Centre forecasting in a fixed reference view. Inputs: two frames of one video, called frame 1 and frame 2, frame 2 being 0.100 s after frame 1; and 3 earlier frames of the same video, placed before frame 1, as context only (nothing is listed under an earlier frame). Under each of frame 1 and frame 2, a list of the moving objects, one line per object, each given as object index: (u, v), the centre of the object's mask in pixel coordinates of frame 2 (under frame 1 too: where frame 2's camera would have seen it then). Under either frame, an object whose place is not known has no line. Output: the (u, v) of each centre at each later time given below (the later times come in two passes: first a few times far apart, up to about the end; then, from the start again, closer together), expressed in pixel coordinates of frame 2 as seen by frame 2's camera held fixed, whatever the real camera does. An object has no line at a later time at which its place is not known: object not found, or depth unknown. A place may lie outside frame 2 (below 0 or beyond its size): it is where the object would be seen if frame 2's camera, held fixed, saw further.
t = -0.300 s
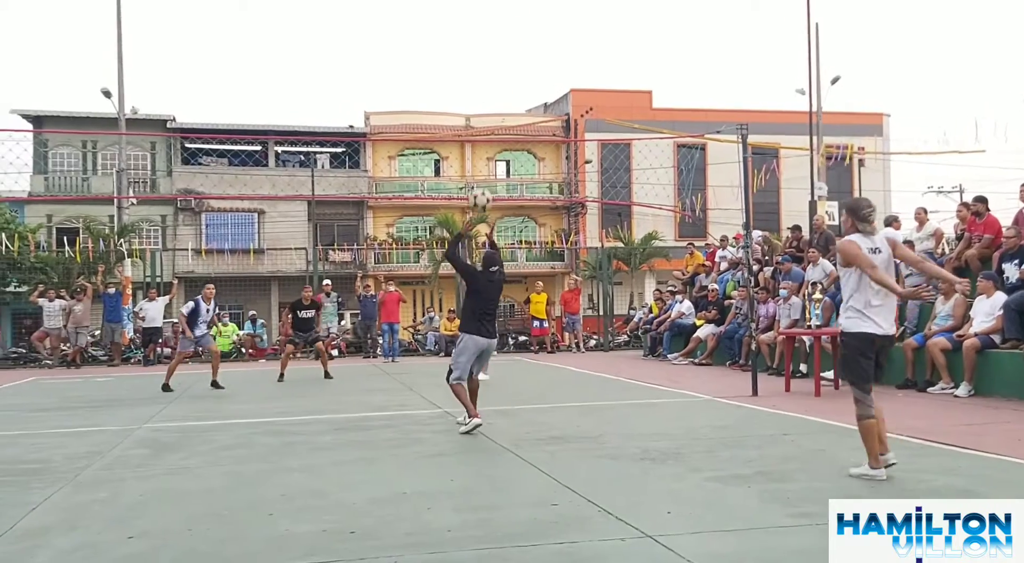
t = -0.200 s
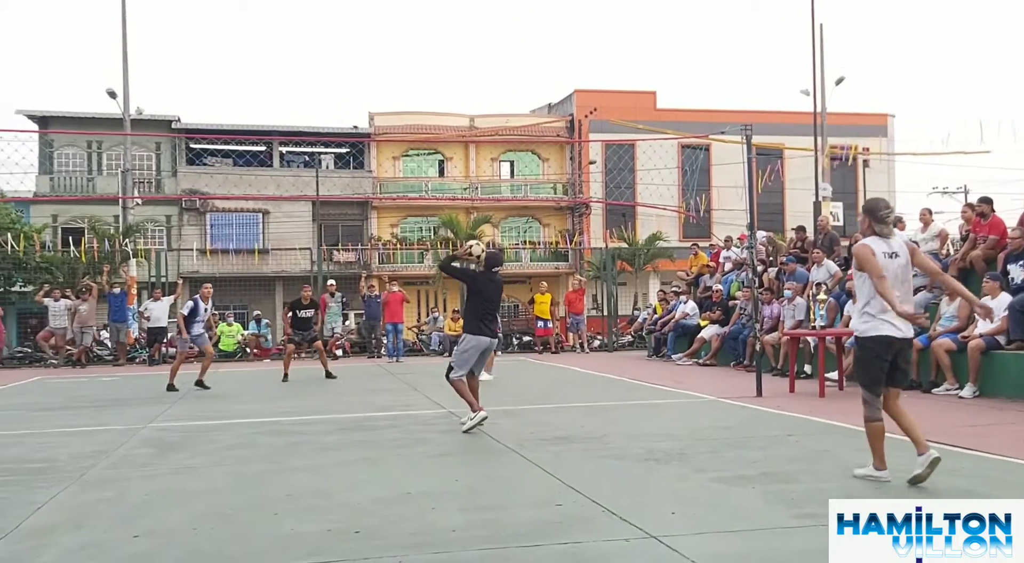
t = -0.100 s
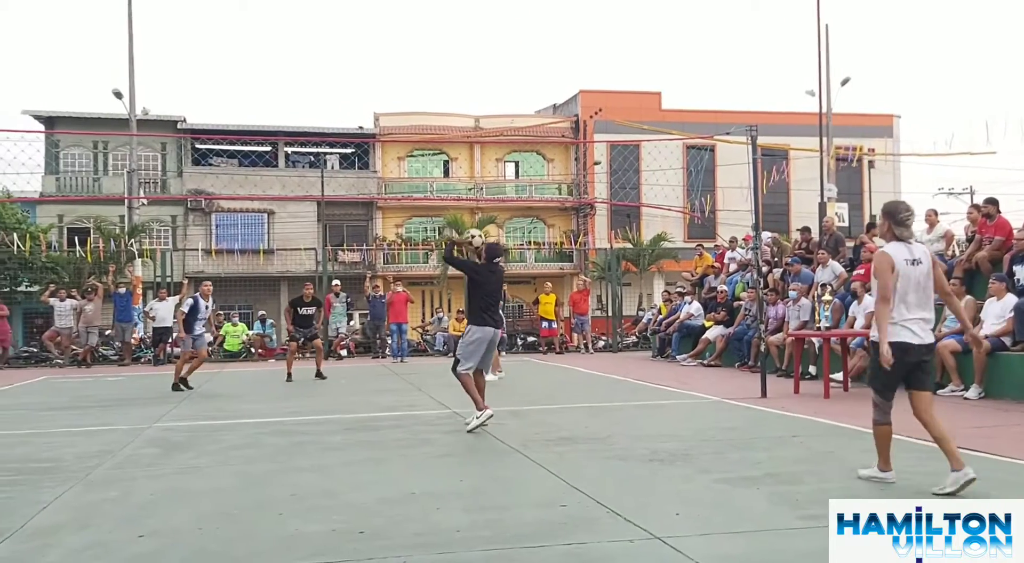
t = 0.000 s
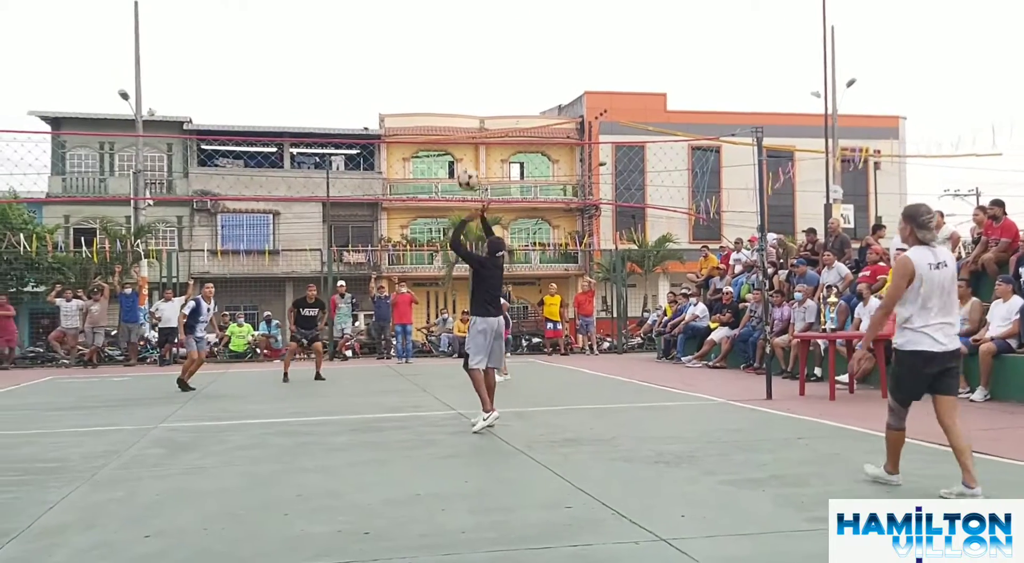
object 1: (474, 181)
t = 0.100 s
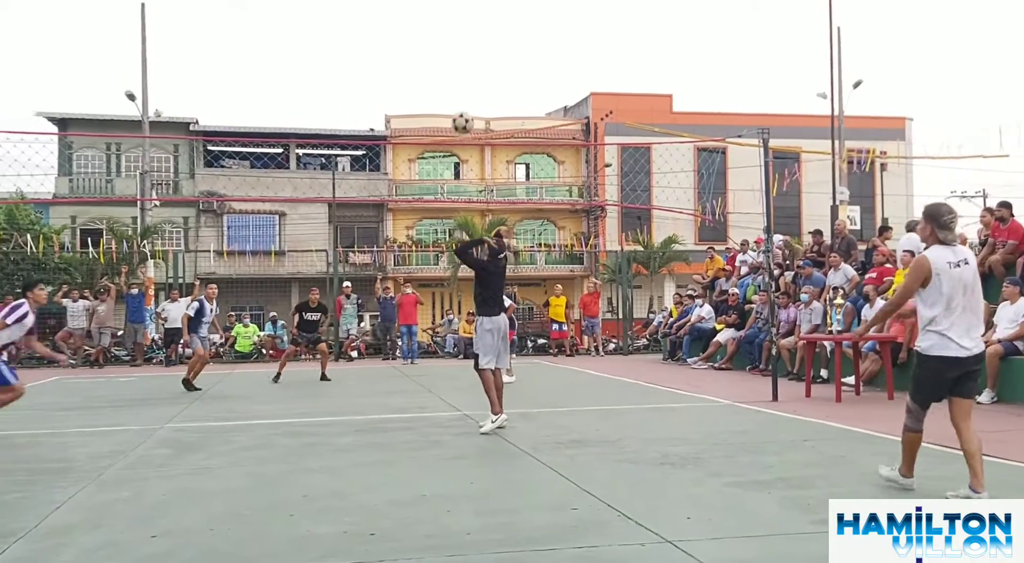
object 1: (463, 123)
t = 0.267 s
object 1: (445, 50)
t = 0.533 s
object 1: (418, 1)
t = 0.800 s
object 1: (394, 17)
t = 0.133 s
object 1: (459, 106)
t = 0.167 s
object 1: (456, 90)
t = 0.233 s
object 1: (448, 62)
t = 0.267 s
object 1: (445, 50)
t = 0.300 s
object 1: (441, 40)
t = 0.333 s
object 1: (437, 30)
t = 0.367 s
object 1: (434, 22)
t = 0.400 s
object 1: (431, 14)
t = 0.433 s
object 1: (428, 8)
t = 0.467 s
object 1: (424, 4)
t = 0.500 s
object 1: (421, 2)
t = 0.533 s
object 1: (418, 1)
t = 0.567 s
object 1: (414, 0)
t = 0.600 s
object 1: (411, 0)
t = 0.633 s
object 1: (408, 1)
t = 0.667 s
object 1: (405, 2)
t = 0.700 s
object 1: (402, 3)
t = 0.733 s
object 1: (399, 6)
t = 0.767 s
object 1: (396, 11)
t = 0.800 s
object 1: (394, 17)
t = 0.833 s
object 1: (391, 25)
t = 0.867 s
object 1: (388, 33)
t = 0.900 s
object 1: (385, 42)
